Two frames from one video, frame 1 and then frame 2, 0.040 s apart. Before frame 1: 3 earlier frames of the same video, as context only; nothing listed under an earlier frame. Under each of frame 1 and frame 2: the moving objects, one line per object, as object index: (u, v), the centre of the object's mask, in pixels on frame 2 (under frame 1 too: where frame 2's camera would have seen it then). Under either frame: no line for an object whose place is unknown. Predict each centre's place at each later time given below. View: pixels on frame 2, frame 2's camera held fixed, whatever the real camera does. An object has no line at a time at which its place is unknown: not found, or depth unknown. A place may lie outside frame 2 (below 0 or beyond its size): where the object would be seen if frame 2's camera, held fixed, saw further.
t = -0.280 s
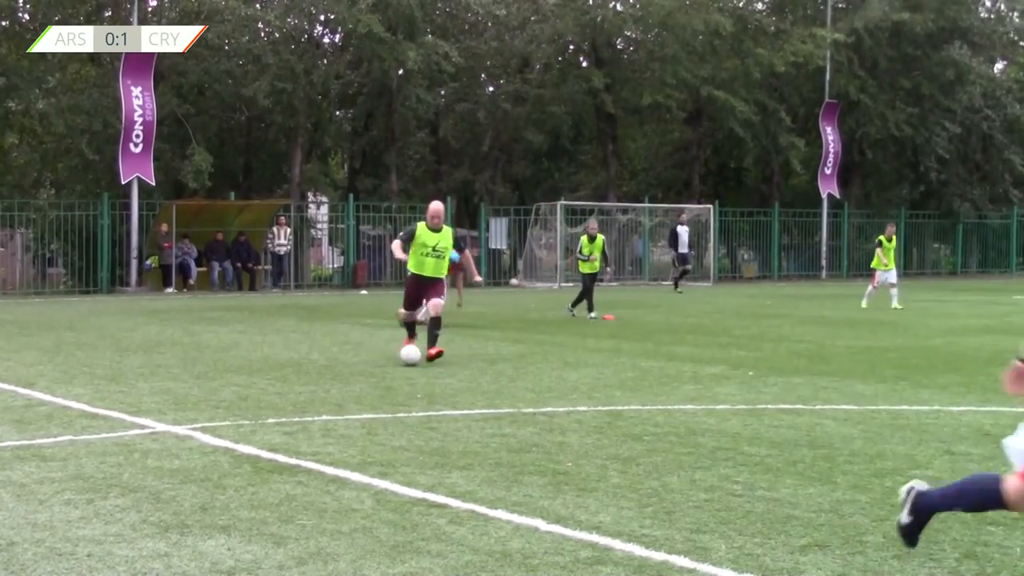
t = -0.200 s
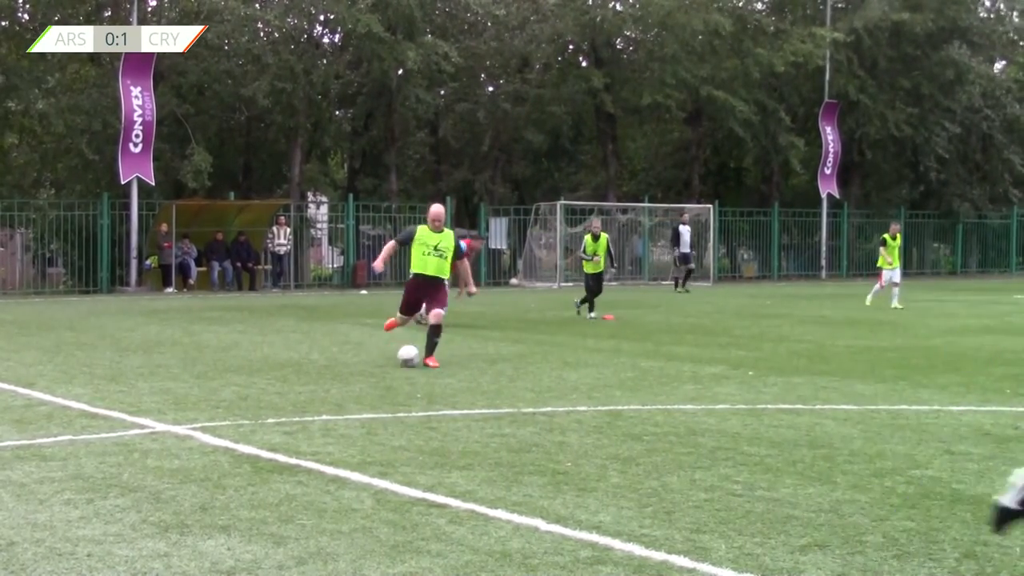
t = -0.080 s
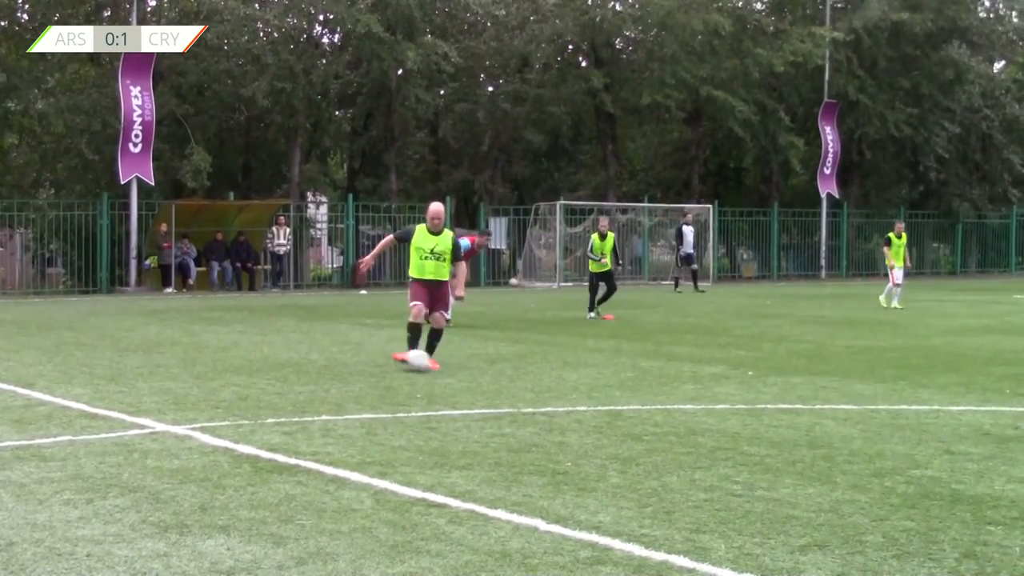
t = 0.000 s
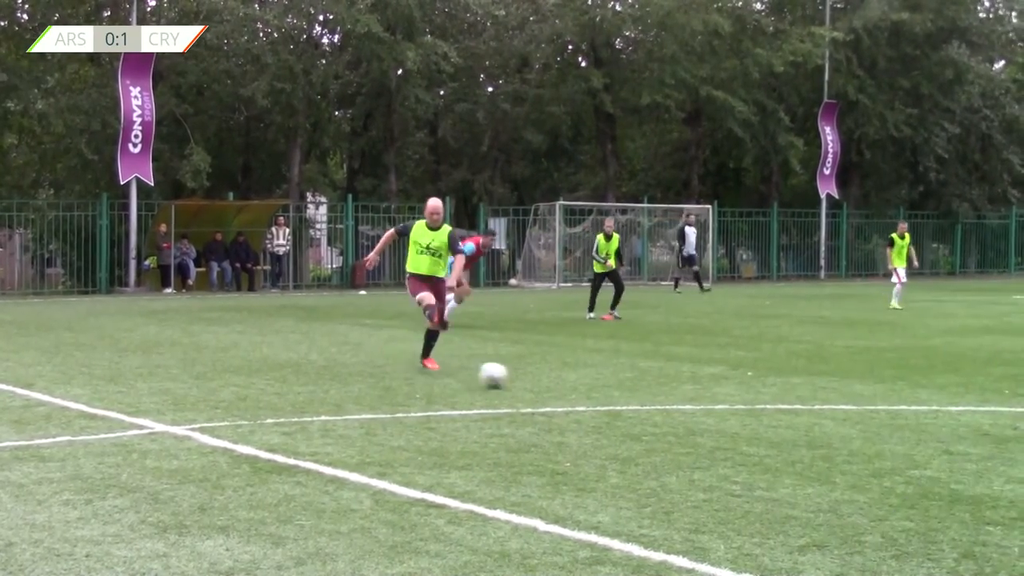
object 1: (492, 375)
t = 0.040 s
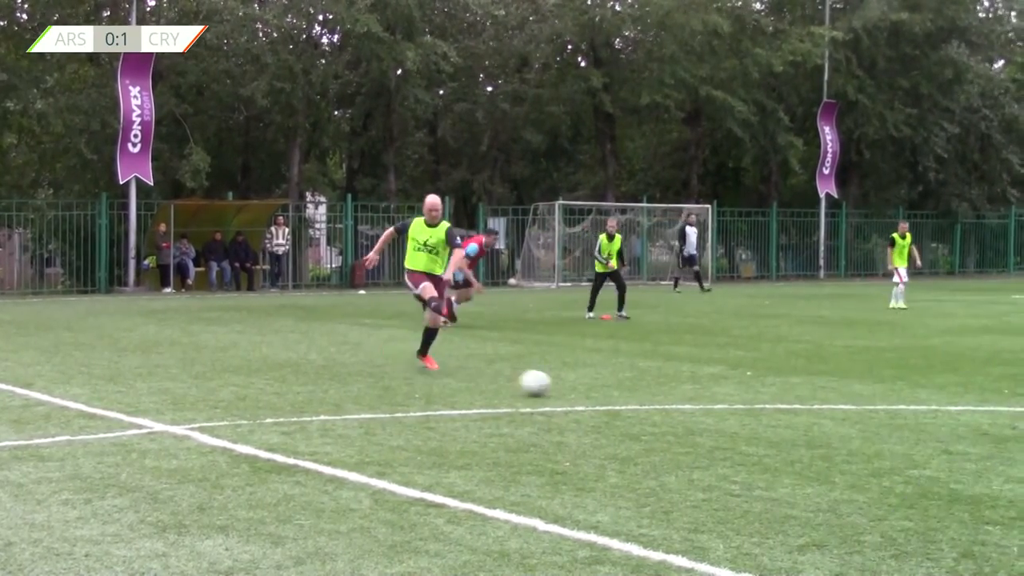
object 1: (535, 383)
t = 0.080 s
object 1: (582, 391)
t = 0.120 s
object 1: (632, 398)
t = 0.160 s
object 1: (689, 411)
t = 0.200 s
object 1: (749, 420)
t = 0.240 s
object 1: (815, 427)
